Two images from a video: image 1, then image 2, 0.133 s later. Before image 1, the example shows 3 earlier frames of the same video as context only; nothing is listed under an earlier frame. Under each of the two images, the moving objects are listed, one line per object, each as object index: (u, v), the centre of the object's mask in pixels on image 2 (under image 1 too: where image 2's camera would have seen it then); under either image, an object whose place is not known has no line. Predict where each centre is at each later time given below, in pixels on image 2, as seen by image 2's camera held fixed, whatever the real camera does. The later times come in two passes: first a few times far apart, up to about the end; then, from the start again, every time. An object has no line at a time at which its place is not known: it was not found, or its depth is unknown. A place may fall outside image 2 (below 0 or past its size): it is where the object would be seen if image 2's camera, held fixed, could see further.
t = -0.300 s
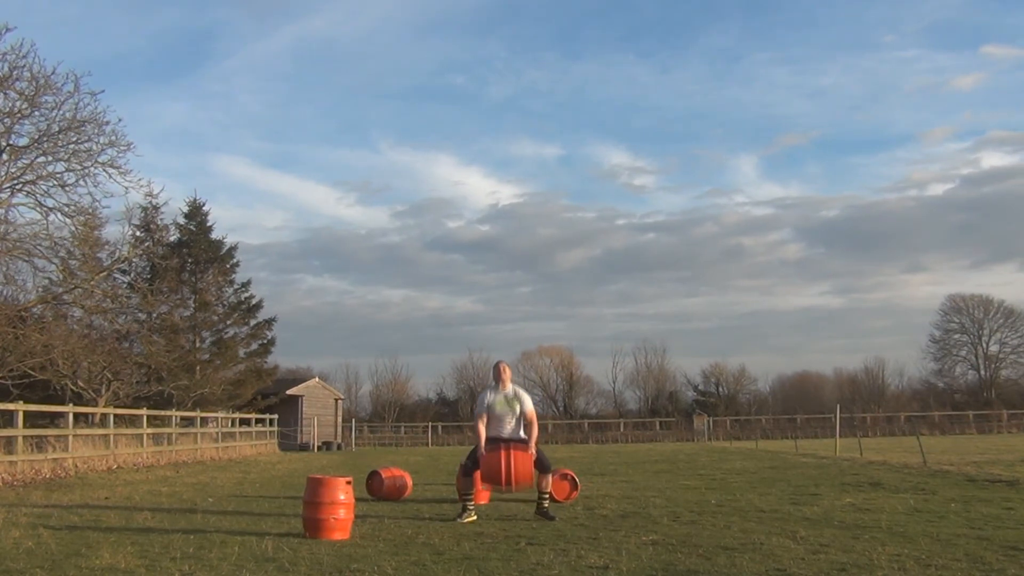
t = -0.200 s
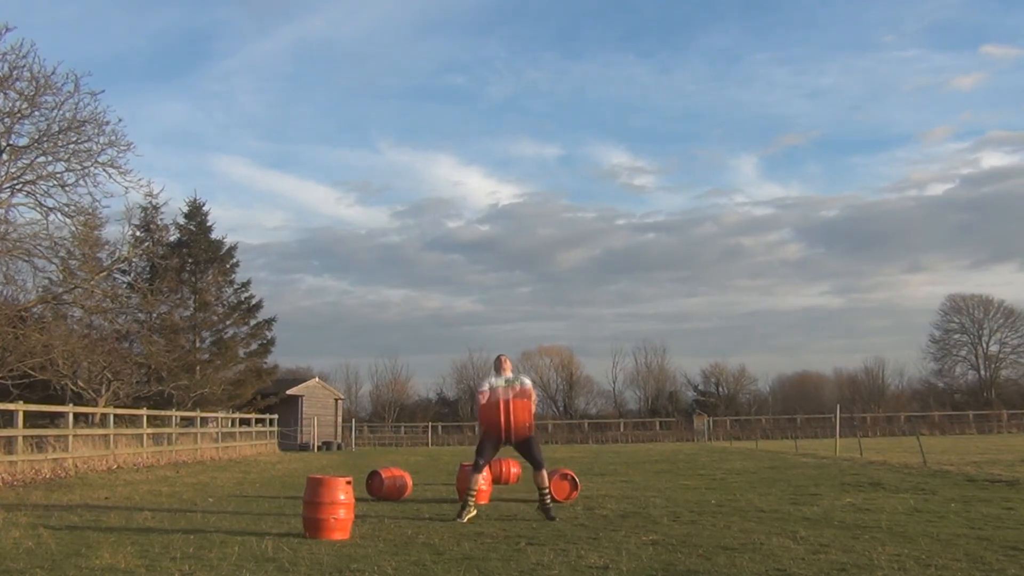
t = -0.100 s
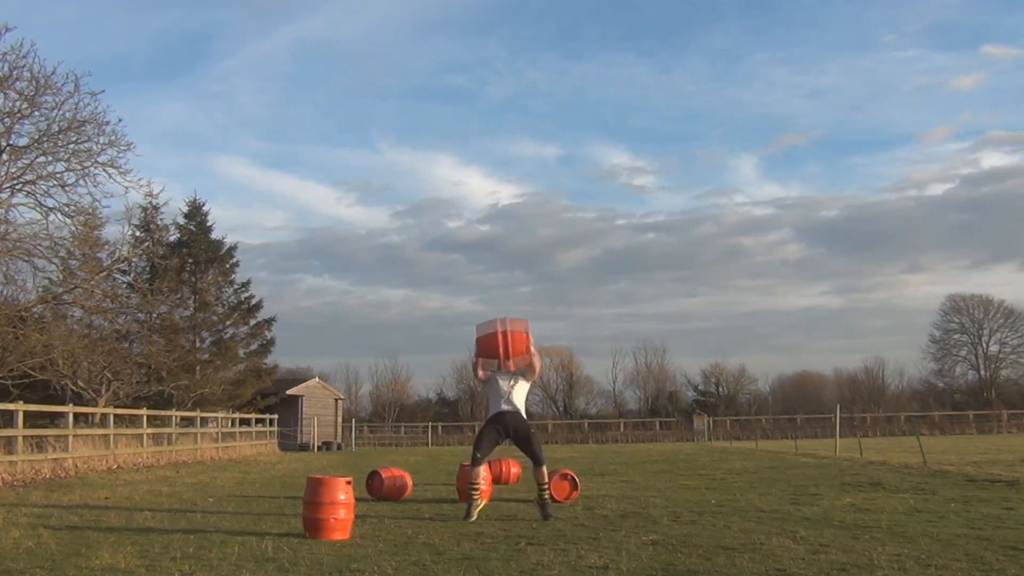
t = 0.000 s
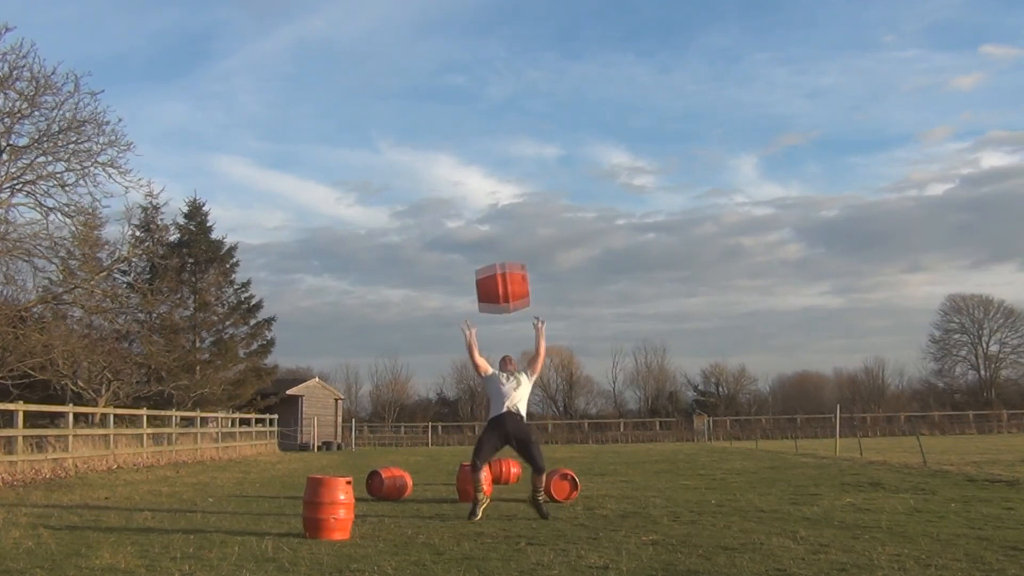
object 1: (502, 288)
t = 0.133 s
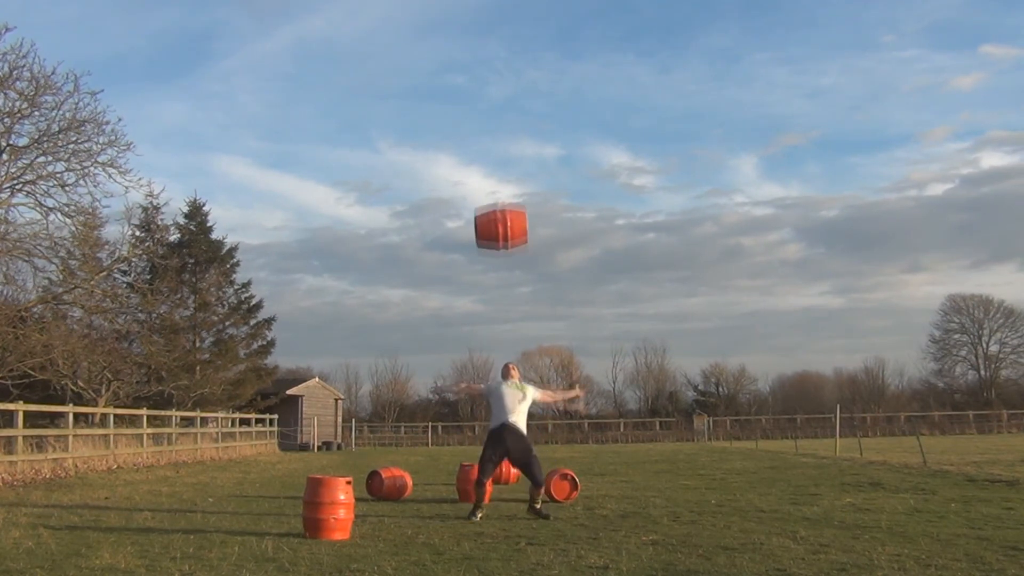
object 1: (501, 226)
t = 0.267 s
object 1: (499, 183)
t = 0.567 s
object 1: (496, 145)
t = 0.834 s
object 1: (497, 198)
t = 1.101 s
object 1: (496, 293)
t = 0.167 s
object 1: (501, 218)
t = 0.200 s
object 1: (500, 203)
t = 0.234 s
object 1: (500, 191)
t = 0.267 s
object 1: (499, 183)
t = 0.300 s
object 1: (499, 173)
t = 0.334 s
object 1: (499, 163)
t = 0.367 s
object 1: (498, 158)
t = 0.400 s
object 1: (497, 151)
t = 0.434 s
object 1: (497, 147)
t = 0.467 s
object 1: (497, 145)
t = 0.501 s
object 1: (497, 144)
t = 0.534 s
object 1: (496, 144)
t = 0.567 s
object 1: (496, 145)
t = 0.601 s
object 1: (496, 148)
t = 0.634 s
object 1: (496, 152)
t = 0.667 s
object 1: (496, 157)
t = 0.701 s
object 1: (496, 164)
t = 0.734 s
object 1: (496, 171)
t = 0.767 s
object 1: (496, 178)
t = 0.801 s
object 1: (497, 188)
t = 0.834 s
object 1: (497, 198)
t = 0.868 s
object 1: (496, 205)
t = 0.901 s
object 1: (496, 217)
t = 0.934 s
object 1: (496, 229)
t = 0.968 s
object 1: (496, 237)
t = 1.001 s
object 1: (496, 251)
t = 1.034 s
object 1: (496, 266)
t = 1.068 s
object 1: (496, 276)
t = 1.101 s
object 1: (496, 293)
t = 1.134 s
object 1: (496, 311)
